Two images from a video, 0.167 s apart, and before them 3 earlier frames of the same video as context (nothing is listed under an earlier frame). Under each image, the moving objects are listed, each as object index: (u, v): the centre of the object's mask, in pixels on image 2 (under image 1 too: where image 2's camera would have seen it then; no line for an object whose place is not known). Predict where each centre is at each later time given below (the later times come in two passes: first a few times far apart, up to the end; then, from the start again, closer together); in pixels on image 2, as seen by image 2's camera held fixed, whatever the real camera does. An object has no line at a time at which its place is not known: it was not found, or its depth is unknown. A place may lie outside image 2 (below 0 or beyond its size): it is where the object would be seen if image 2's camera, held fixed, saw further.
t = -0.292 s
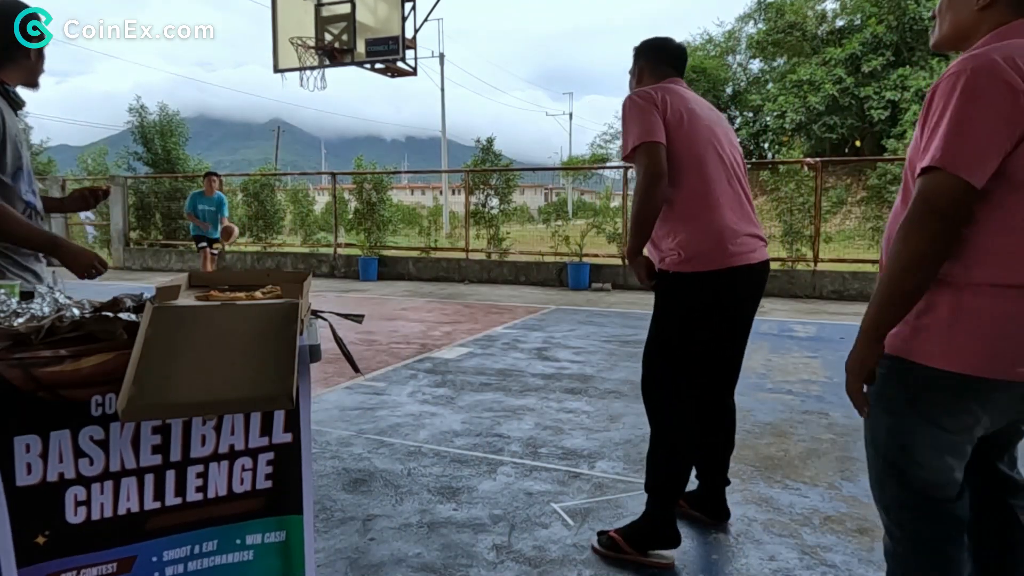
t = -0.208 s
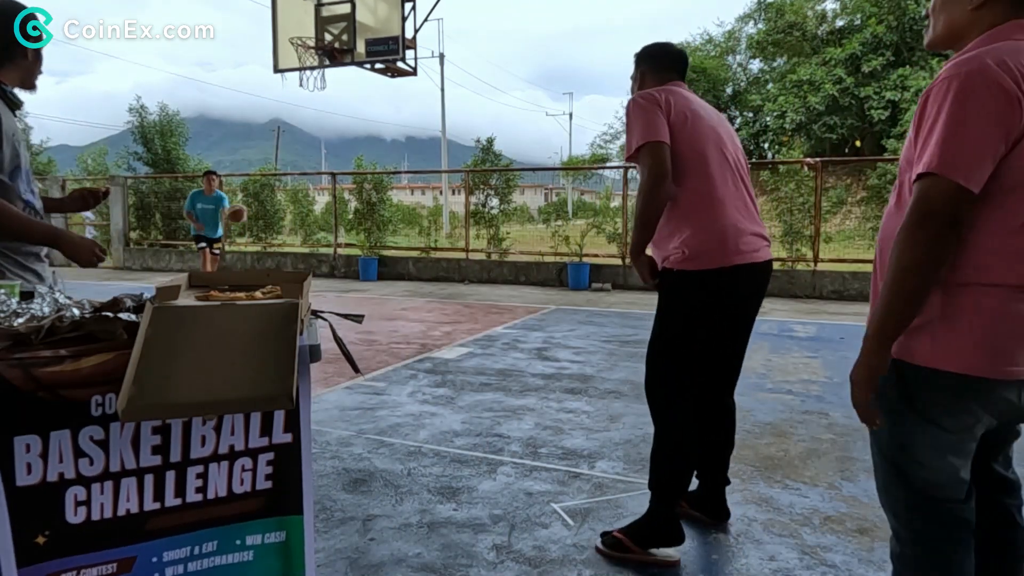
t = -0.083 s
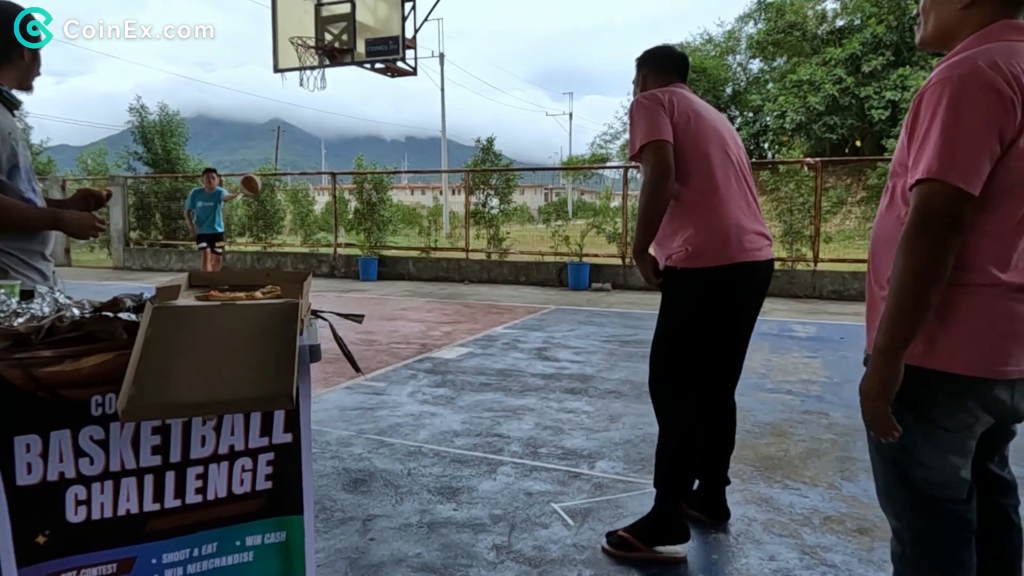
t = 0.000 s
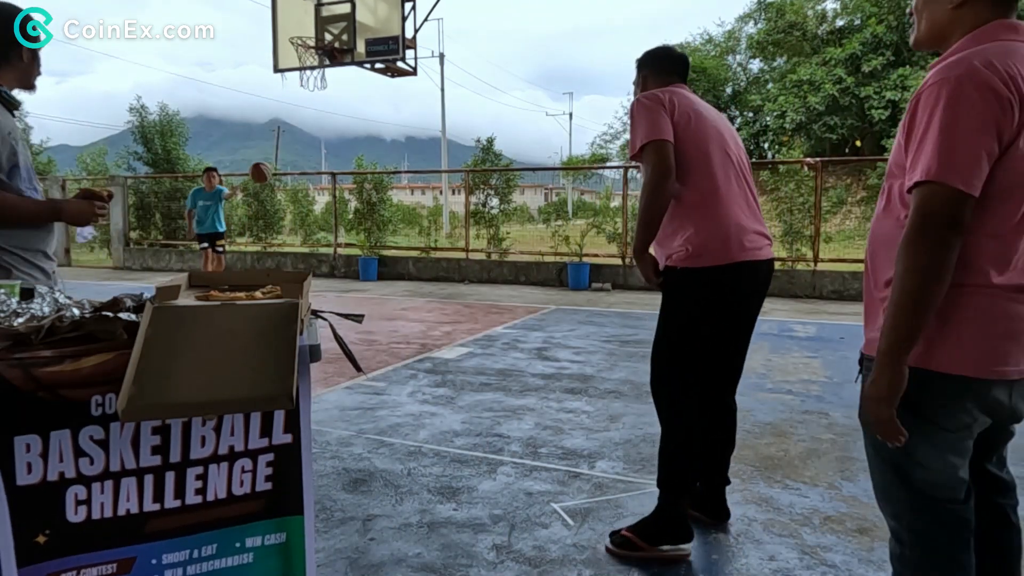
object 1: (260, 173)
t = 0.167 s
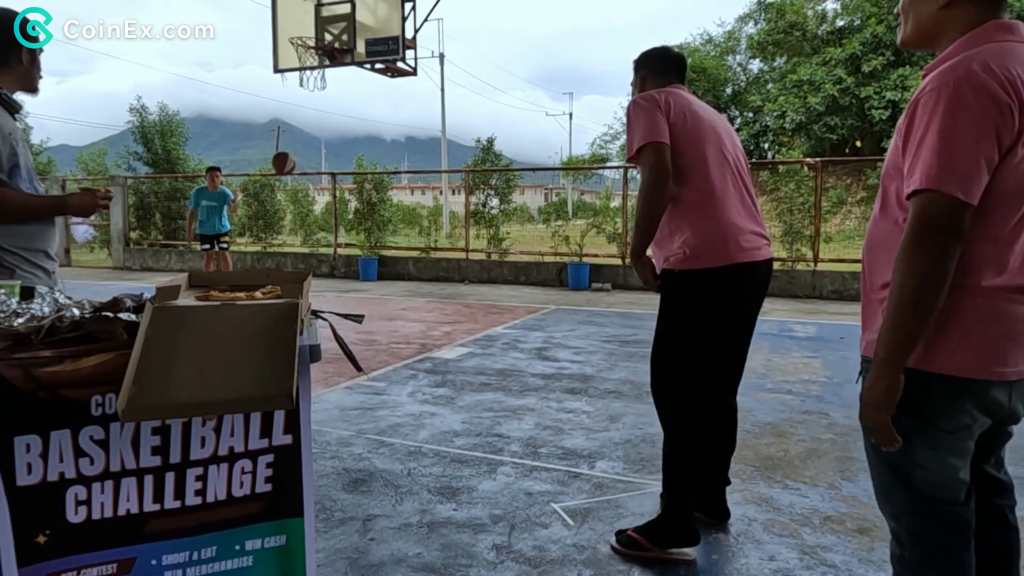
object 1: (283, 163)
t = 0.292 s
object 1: (304, 173)
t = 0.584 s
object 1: (372, 283)
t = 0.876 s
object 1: (451, 255)
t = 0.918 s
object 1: (465, 241)
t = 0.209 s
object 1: (290, 165)
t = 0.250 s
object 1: (297, 168)
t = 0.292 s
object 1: (304, 173)
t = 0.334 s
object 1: (313, 181)
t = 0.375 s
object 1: (322, 191)
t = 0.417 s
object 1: (331, 204)
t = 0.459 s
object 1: (340, 220)
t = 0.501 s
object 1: (351, 237)
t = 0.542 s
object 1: (361, 259)
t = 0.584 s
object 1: (372, 283)
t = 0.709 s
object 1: (406, 323)
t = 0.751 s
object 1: (416, 304)
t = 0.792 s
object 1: (428, 286)
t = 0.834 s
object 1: (439, 270)
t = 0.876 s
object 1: (451, 255)
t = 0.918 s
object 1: (465, 241)
